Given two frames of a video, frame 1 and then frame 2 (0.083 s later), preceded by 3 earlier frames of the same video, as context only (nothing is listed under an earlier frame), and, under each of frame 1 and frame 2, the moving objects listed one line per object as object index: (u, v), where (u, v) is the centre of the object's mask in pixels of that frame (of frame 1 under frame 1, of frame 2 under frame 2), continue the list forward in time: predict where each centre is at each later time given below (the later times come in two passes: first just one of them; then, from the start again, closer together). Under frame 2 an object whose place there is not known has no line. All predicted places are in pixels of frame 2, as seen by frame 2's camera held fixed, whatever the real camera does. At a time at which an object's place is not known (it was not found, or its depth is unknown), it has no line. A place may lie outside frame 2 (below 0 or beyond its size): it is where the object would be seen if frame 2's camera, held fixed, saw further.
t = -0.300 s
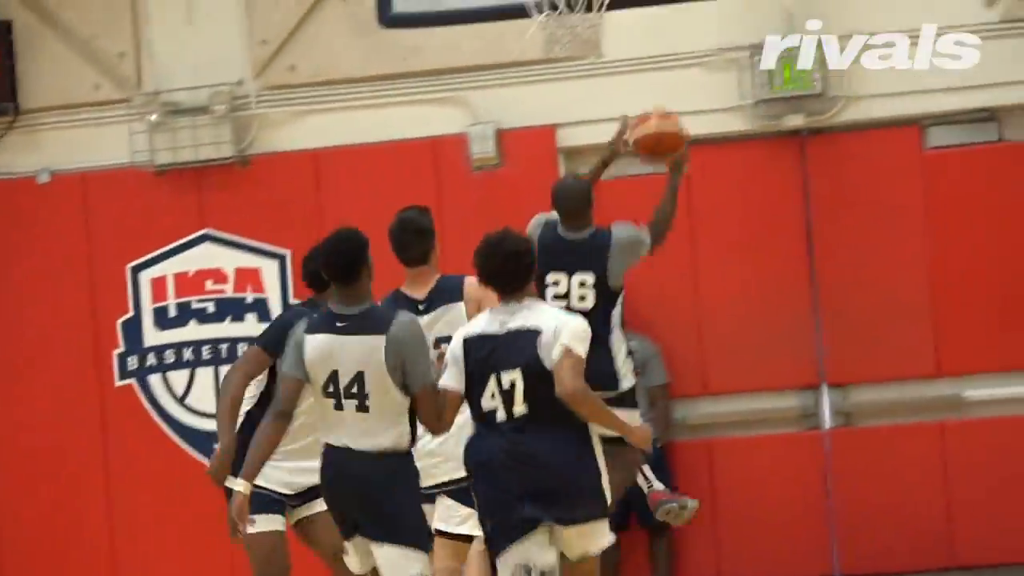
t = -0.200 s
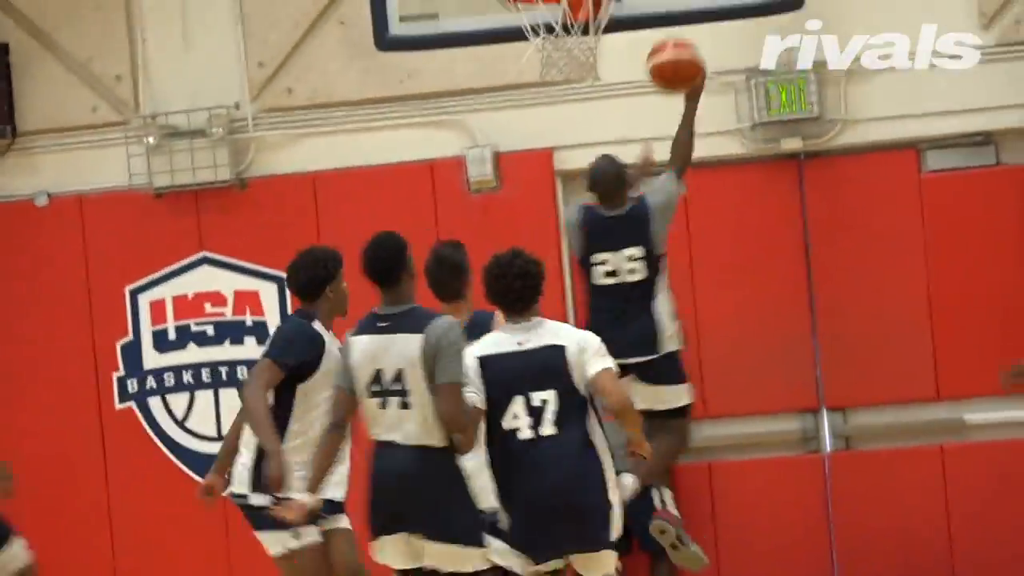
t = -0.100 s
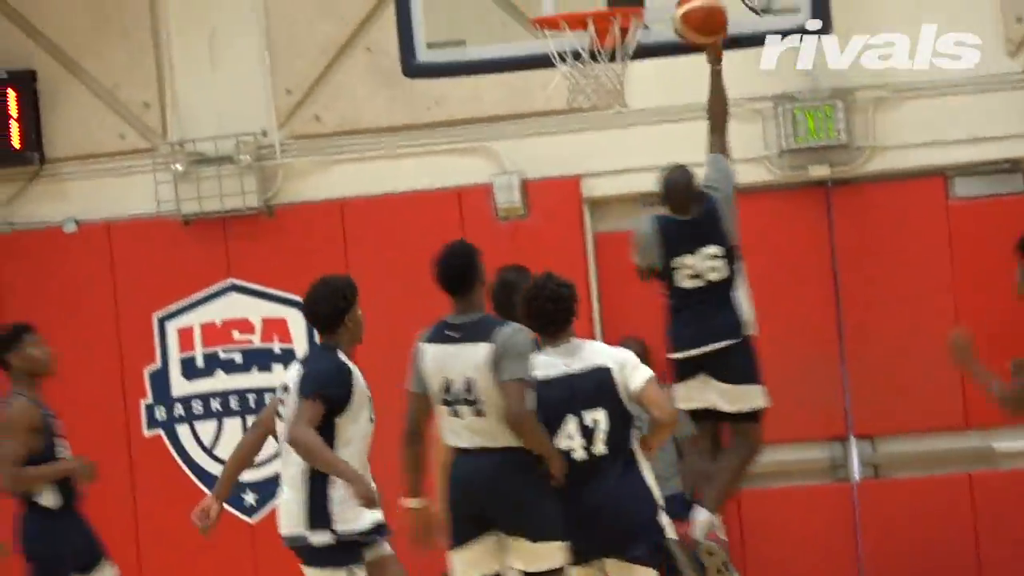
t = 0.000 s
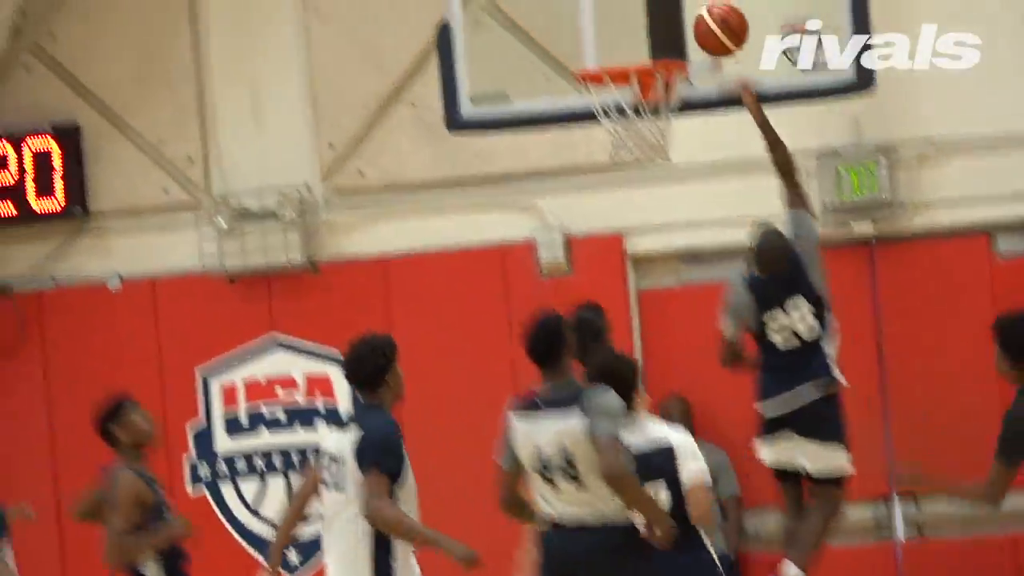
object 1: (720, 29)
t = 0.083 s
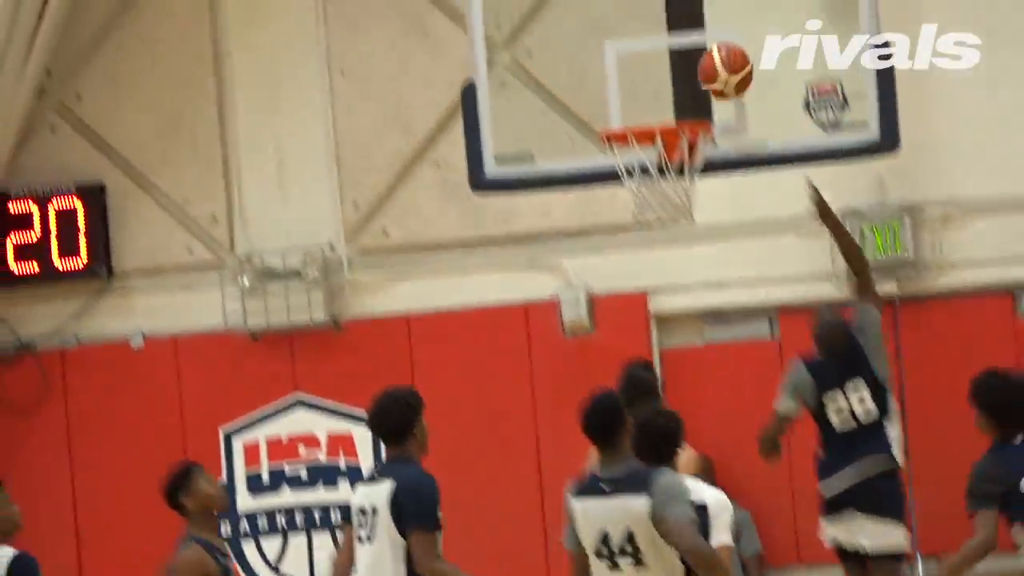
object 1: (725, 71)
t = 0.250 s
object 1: (693, 86)
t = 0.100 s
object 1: (721, 71)
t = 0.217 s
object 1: (699, 78)
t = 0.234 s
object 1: (696, 81)
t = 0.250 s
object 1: (693, 86)
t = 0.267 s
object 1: (689, 90)
